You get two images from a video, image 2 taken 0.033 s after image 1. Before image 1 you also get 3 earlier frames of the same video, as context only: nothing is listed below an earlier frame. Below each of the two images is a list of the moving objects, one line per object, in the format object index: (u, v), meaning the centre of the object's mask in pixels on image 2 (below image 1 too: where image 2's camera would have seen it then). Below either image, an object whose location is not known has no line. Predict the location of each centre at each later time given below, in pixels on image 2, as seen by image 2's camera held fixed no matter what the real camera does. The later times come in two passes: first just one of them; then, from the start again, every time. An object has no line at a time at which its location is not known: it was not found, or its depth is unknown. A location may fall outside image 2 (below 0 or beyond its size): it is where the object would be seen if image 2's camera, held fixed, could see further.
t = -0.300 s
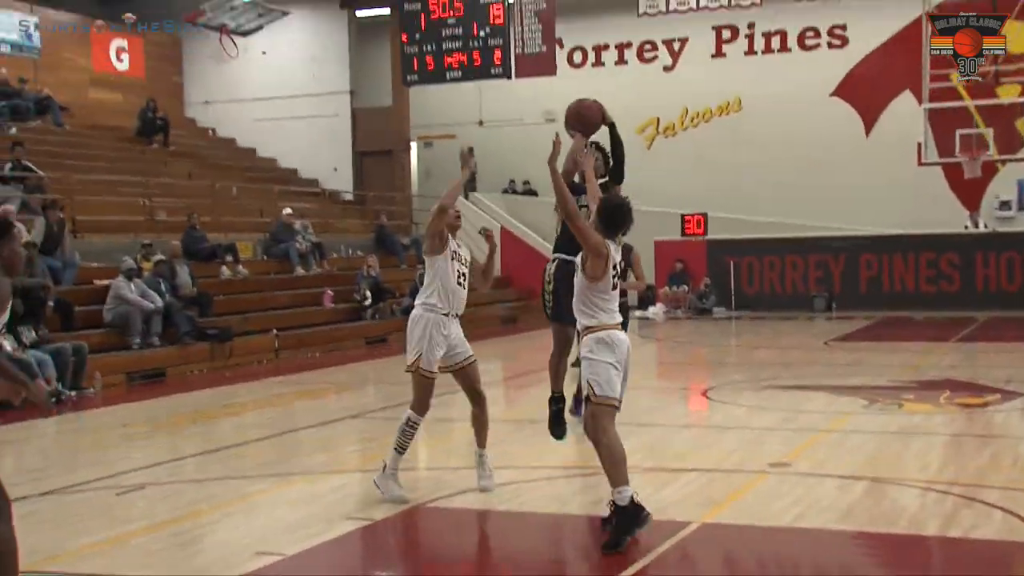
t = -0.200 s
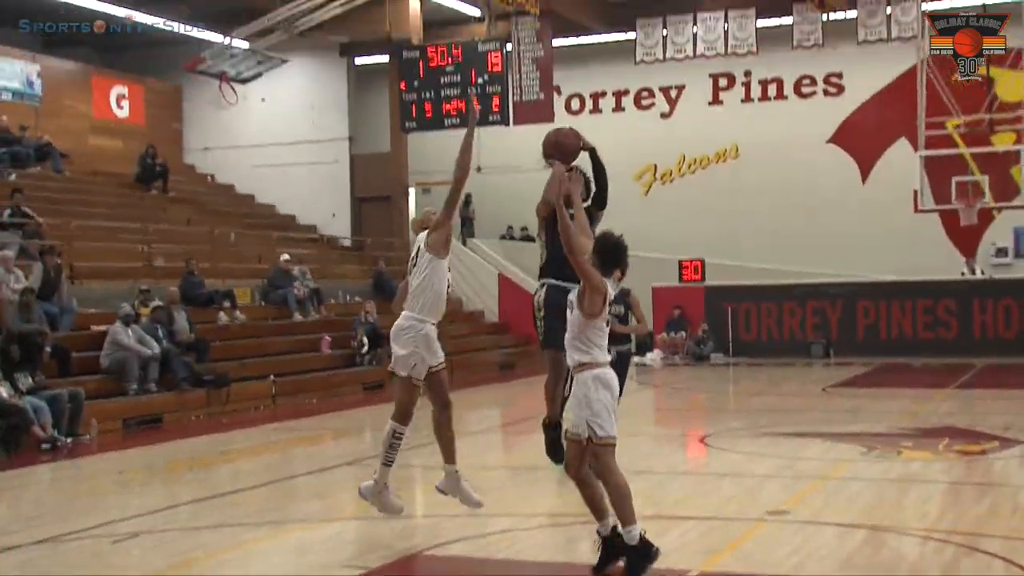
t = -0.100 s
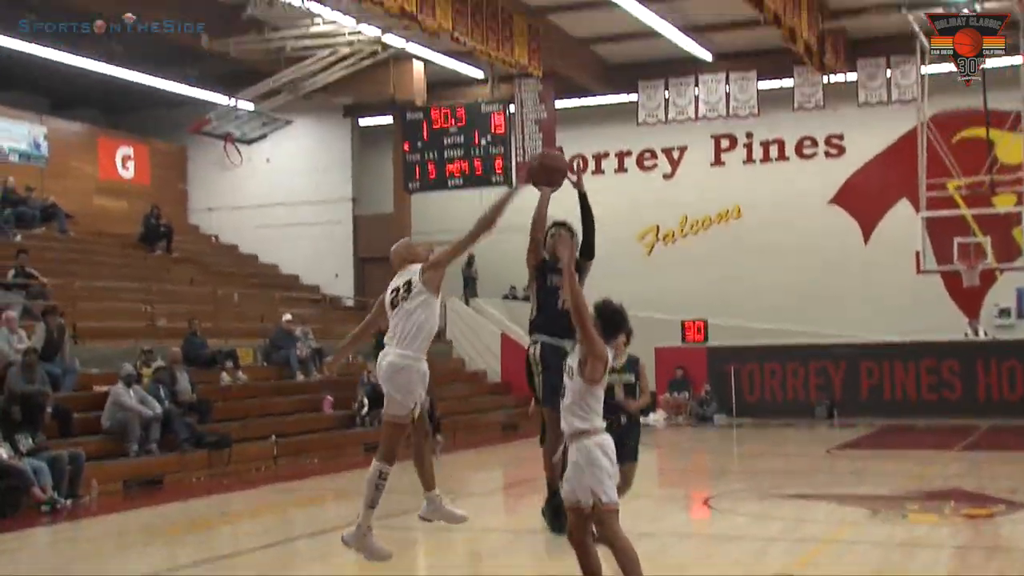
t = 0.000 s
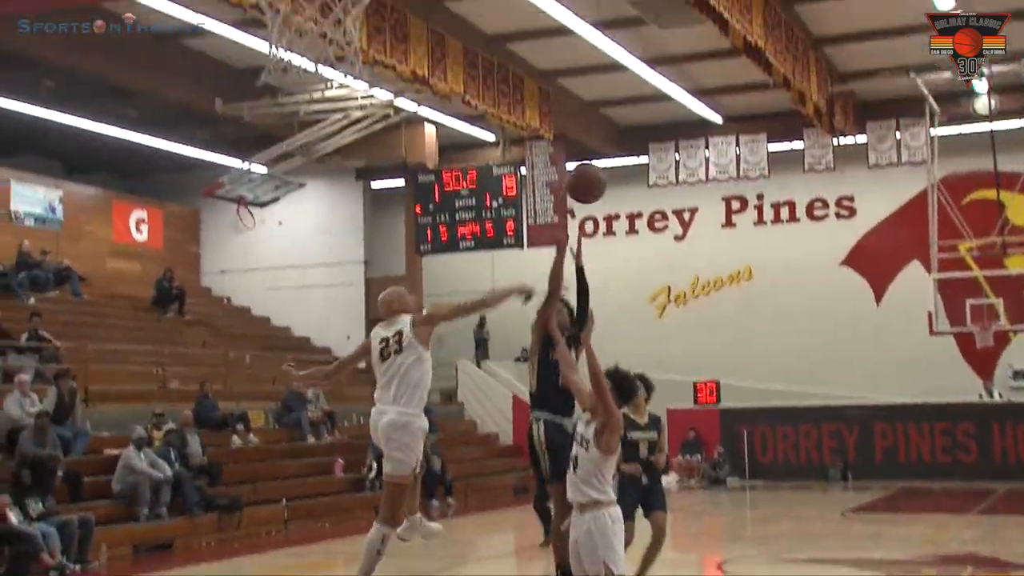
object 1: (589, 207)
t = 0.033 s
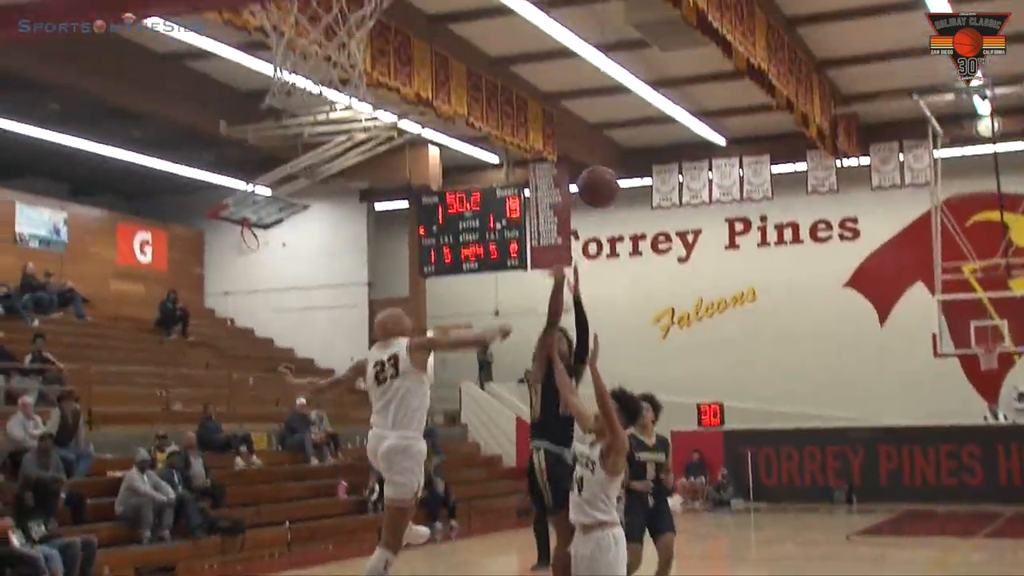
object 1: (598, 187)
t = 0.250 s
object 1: (659, 102)
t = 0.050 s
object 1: (602, 177)
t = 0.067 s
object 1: (606, 169)
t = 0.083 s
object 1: (610, 160)
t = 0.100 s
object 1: (615, 154)
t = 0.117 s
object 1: (620, 147)
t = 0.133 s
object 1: (623, 141)
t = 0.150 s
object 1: (629, 135)
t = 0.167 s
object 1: (633, 129)
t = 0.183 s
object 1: (639, 123)
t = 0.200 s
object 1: (643, 117)
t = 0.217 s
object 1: (649, 111)
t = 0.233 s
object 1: (654, 106)
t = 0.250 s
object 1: (659, 102)
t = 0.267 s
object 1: (664, 98)
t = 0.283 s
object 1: (669, 95)
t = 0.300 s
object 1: (675, 92)
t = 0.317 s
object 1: (681, 89)
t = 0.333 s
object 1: (687, 88)
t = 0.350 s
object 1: (693, 87)
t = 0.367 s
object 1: (699, 86)
